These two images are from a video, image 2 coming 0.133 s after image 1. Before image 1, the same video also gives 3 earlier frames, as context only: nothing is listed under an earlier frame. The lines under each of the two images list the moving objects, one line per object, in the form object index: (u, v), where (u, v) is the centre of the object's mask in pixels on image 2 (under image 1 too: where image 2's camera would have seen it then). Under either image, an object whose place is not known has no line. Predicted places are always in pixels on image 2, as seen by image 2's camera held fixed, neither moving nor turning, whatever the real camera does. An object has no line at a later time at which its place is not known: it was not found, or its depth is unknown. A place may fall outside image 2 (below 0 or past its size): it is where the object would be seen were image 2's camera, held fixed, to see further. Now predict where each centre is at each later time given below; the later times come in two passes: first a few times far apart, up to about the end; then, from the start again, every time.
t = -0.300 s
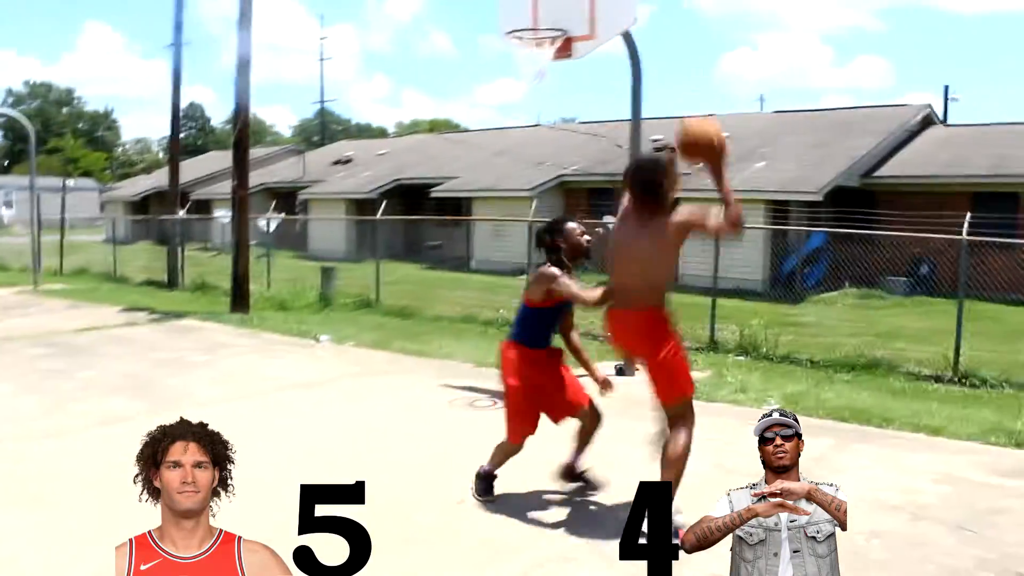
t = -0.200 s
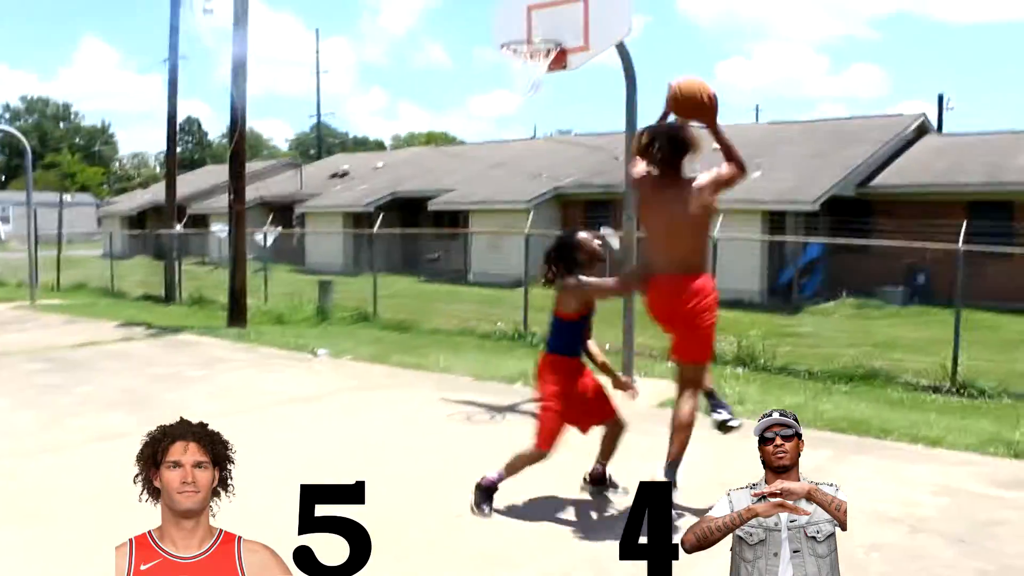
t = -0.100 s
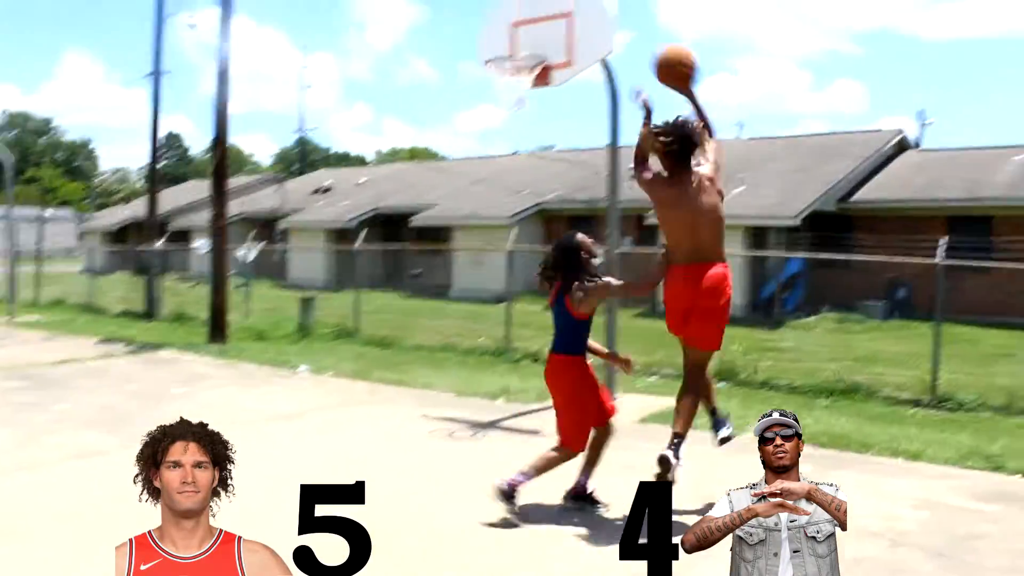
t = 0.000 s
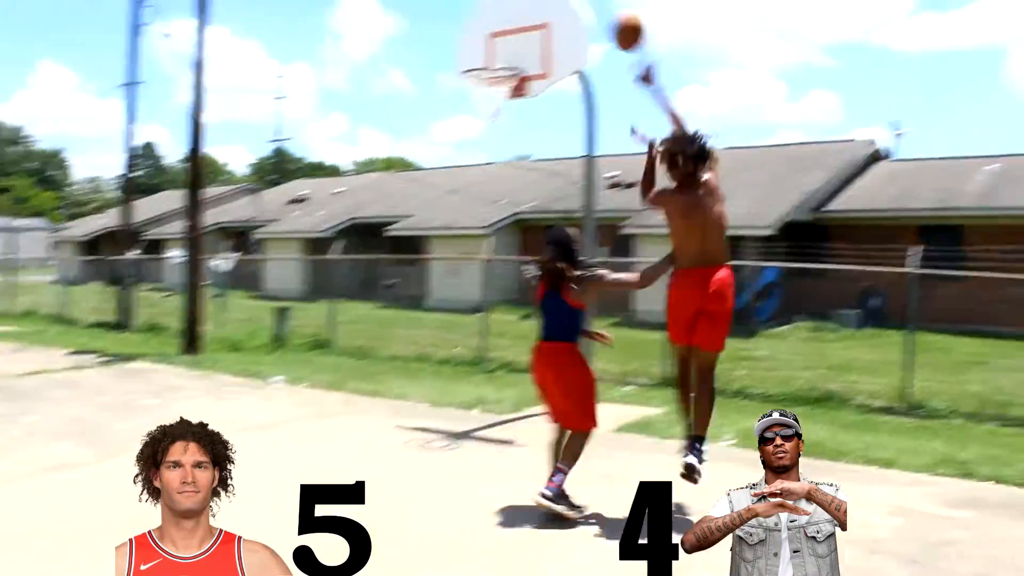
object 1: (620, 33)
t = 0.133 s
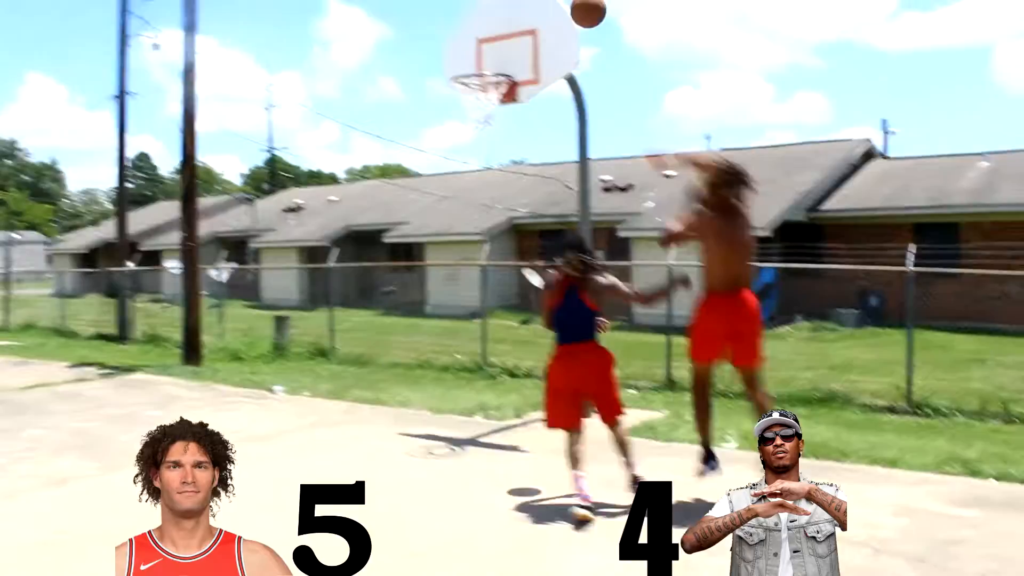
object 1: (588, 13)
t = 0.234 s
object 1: (573, 11)
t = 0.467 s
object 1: (536, 49)
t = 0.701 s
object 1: (473, 62)
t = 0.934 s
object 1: (424, 78)
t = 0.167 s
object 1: (583, 10)
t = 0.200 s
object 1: (579, 9)
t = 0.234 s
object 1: (573, 11)
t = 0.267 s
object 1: (567, 13)
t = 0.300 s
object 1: (561, 17)
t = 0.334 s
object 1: (558, 22)
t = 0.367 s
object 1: (554, 29)
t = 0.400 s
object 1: (549, 37)
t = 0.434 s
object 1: (545, 45)
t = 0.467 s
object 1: (536, 49)
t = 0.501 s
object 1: (525, 54)
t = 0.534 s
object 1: (514, 62)
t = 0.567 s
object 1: (506, 64)
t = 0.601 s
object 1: (498, 64)
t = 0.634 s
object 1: (489, 66)
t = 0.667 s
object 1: (481, 65)
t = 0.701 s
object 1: (473, 62)
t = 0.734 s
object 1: (466, 60)
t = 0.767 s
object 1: (458, 60)
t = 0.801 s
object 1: (452, 61)
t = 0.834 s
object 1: (445, 62)
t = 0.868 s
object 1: (438, 66)
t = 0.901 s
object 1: (431, 71)
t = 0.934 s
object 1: (424, 78)
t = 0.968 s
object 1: (416, 85)
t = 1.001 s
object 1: (409, 95)
